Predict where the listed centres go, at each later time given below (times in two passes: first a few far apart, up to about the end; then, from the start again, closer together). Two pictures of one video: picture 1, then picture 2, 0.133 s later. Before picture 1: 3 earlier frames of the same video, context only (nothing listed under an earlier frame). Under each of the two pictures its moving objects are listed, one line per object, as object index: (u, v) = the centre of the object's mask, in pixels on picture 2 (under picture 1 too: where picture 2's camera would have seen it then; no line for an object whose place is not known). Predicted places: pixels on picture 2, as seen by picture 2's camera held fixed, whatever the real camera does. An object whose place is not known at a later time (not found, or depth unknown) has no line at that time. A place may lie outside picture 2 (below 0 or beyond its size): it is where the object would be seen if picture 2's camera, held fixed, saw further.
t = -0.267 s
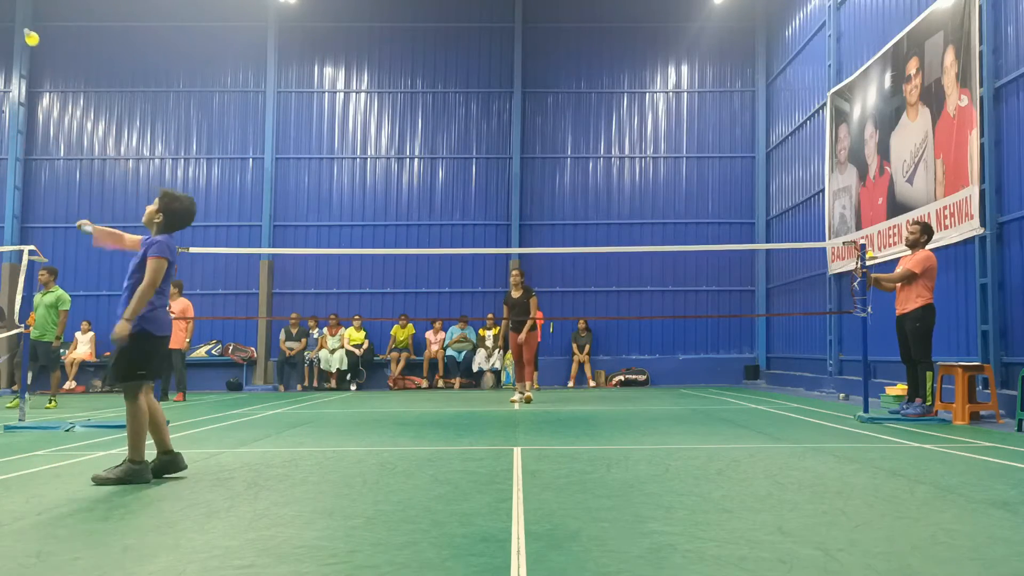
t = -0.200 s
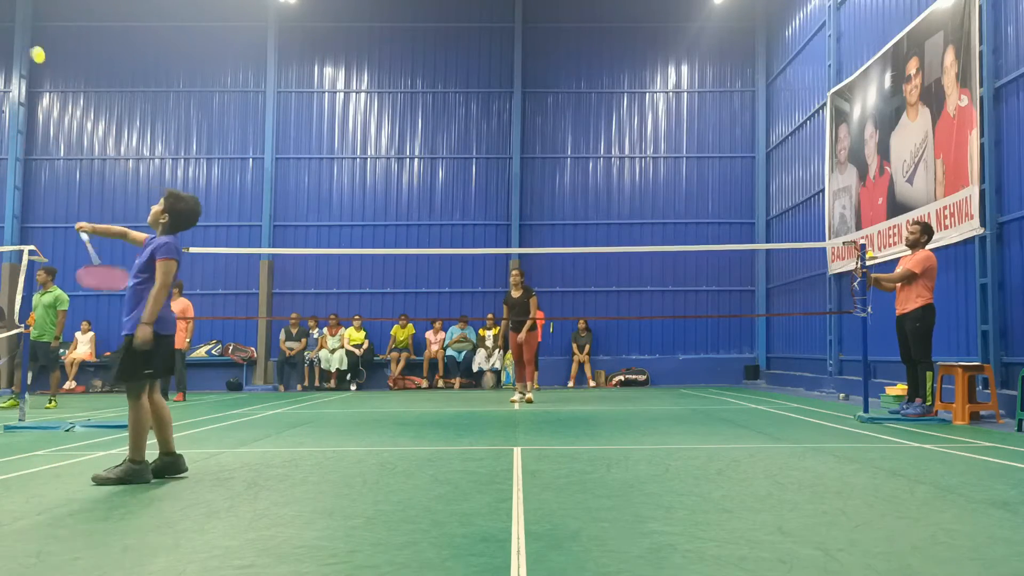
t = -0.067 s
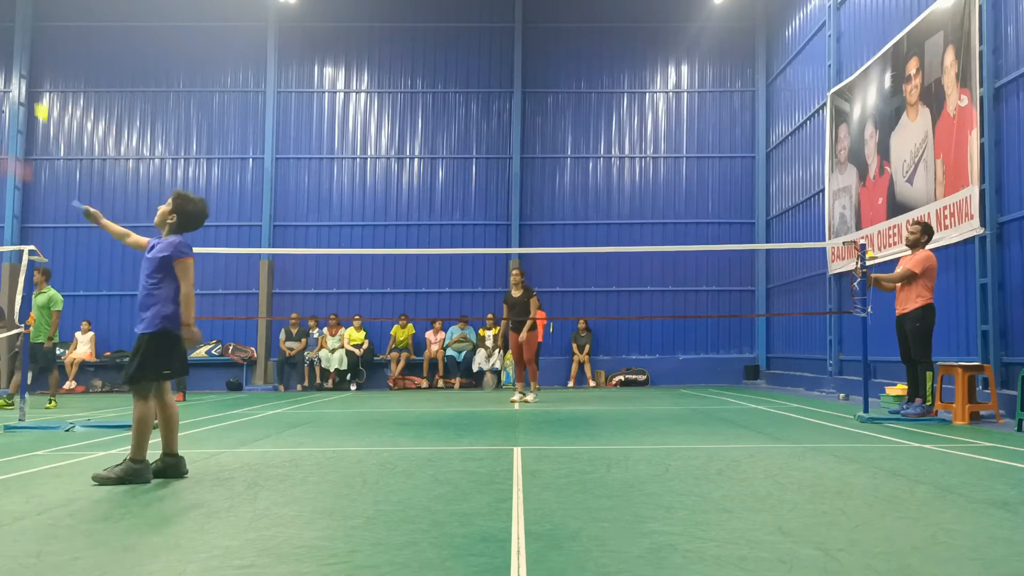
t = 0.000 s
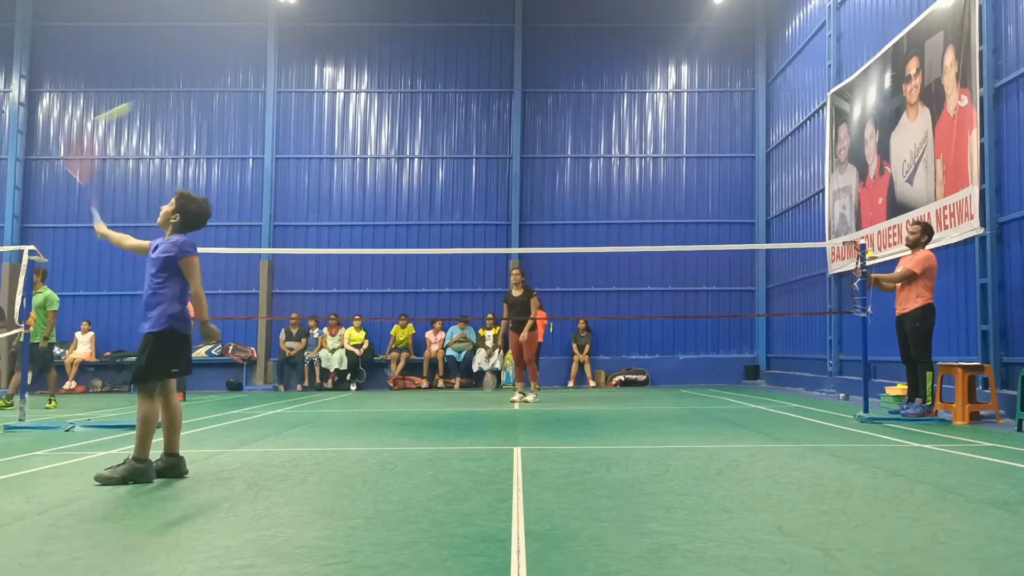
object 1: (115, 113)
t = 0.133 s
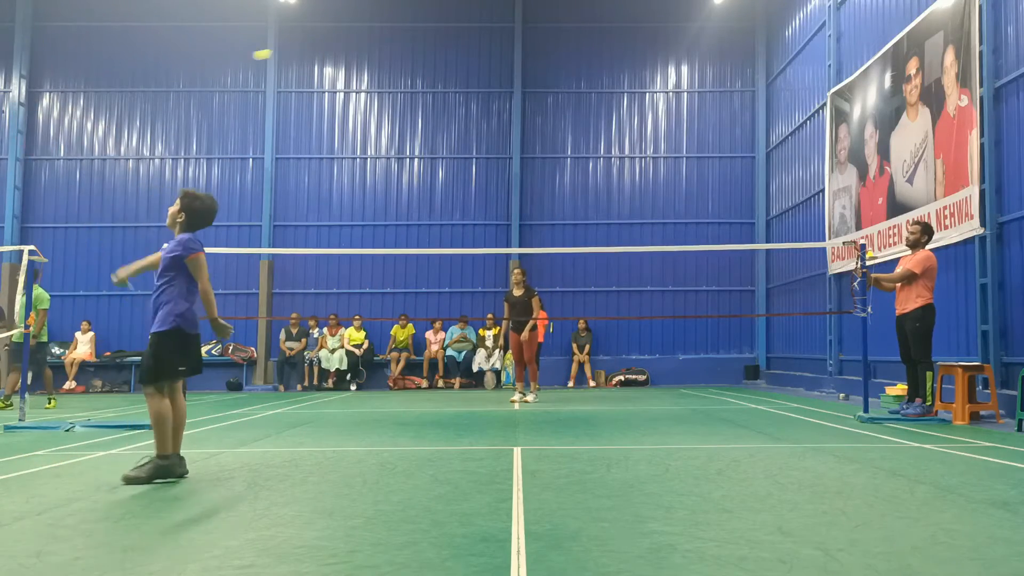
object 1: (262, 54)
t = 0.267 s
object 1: (335, 45)
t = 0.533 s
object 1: (408, 79)
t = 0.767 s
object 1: (442, 142)
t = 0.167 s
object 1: (285, 50)
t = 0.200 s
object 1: (304, 47)
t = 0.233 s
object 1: (321, 46)
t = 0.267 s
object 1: (335, 45)
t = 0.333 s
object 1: (359, 48)
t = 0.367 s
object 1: (369, 51)
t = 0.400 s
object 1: (378, 55)
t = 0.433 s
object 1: (387, 60)
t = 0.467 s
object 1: (394, 66)
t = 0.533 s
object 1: (408, 79)
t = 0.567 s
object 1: (414, 86)
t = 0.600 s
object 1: (419, 94)
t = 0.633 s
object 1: (424, 103)
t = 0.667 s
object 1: (429, 112)
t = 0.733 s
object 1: (438, 131)
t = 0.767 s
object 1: (442, 142)
